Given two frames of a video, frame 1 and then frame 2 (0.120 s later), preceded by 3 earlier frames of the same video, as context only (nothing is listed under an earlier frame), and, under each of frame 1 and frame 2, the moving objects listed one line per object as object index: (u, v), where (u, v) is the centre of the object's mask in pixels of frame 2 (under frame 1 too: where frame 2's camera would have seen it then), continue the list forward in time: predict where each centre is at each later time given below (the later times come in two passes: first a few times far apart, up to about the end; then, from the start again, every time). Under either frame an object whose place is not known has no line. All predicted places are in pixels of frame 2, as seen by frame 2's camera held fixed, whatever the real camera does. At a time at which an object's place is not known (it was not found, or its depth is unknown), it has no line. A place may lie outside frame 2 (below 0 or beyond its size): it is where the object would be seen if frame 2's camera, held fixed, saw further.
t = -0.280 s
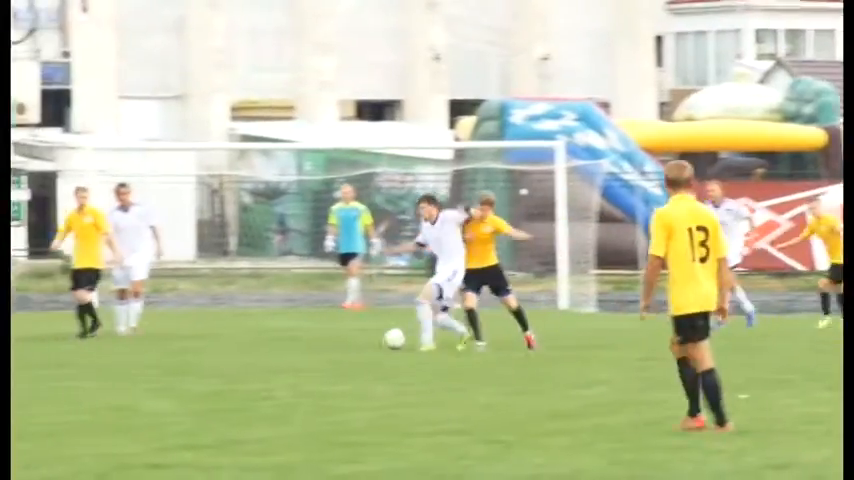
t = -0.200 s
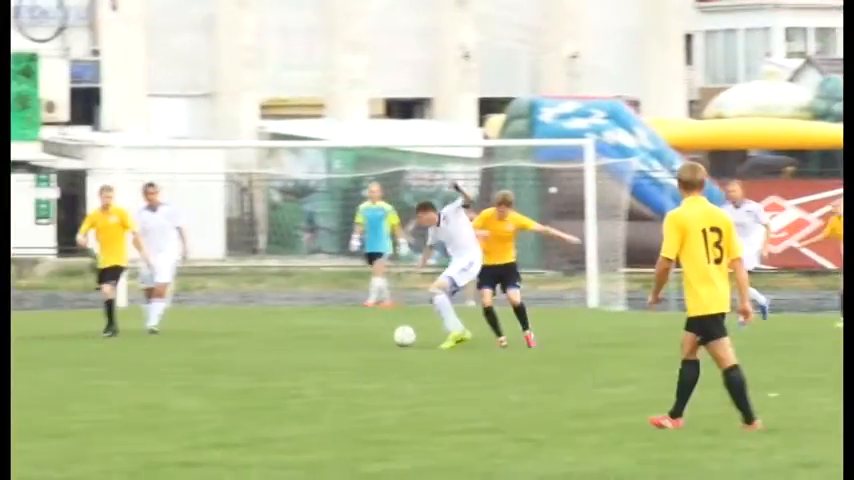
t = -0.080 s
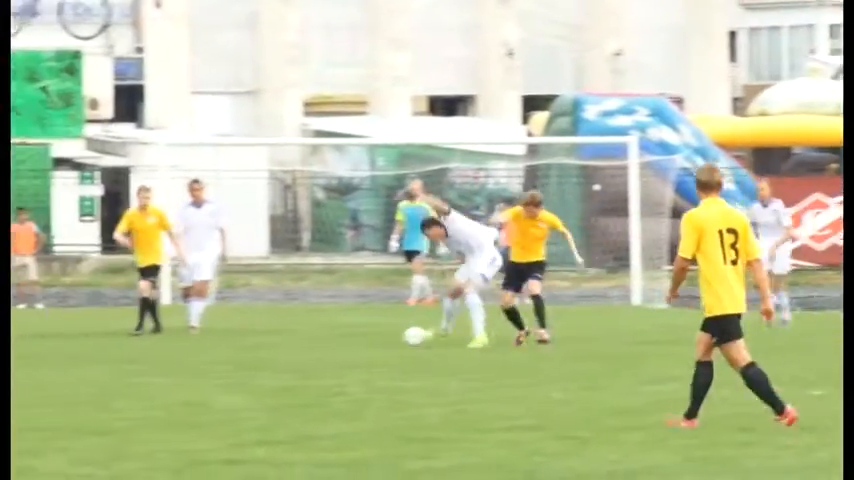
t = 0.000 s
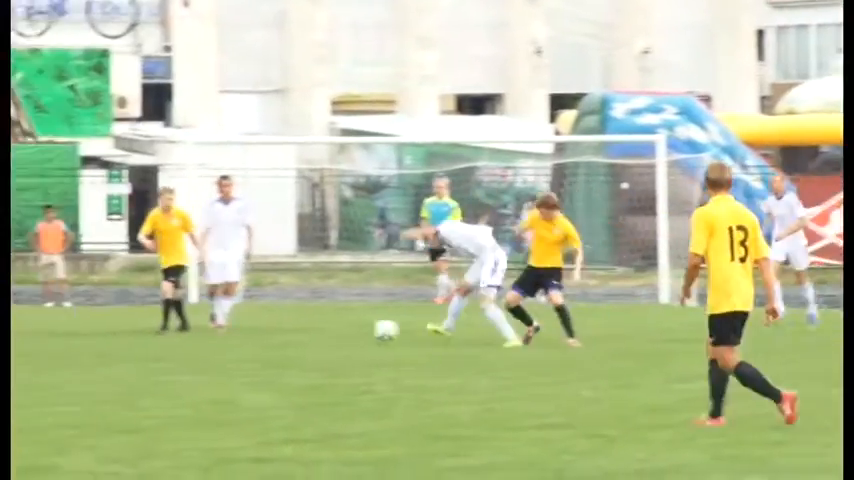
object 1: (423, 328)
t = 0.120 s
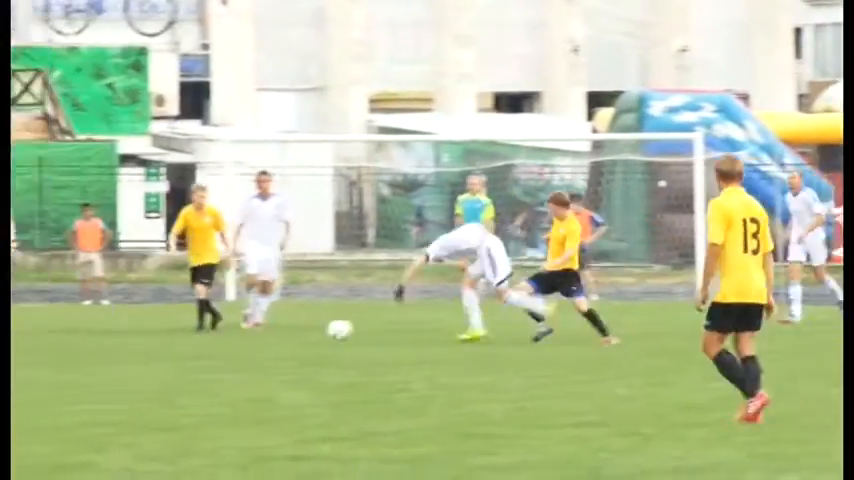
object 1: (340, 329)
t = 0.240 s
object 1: (271, 328)
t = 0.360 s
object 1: (206, 331)
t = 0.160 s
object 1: (313, 331)
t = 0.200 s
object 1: (291, 329)
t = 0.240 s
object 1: (271, 328)
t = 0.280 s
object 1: (248, 328)
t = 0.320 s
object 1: (227, 330)
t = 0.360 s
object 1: (206, 331)
